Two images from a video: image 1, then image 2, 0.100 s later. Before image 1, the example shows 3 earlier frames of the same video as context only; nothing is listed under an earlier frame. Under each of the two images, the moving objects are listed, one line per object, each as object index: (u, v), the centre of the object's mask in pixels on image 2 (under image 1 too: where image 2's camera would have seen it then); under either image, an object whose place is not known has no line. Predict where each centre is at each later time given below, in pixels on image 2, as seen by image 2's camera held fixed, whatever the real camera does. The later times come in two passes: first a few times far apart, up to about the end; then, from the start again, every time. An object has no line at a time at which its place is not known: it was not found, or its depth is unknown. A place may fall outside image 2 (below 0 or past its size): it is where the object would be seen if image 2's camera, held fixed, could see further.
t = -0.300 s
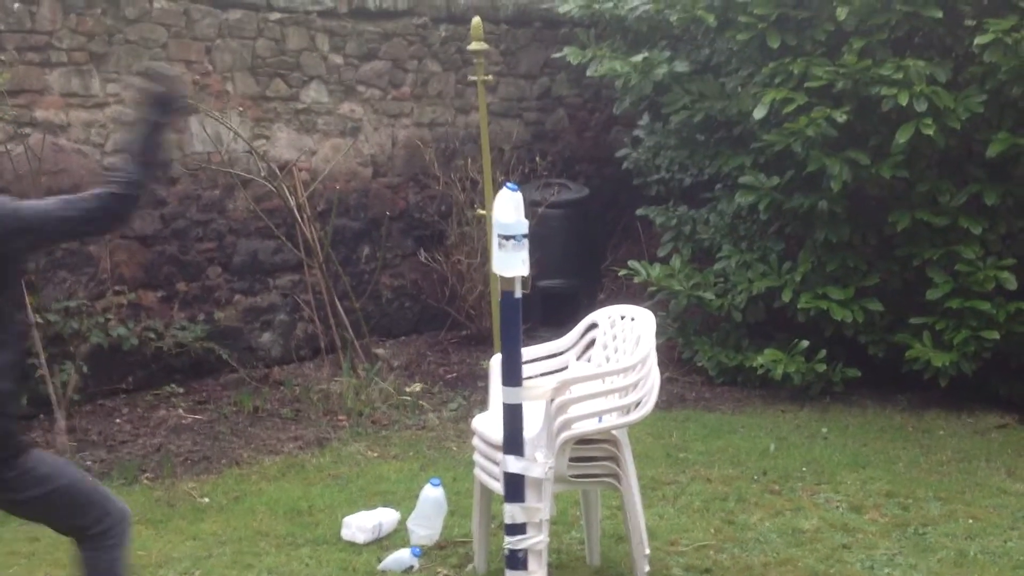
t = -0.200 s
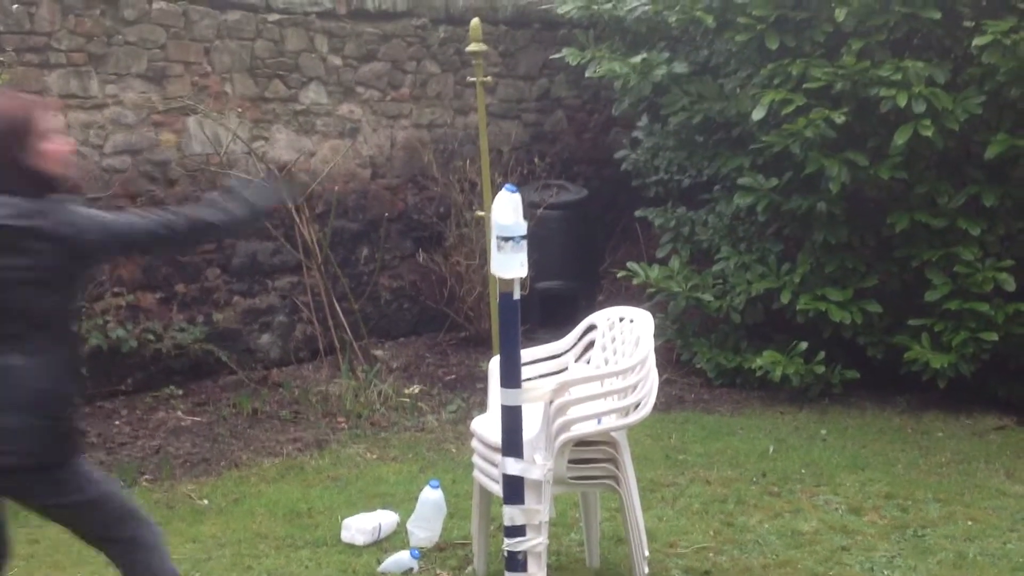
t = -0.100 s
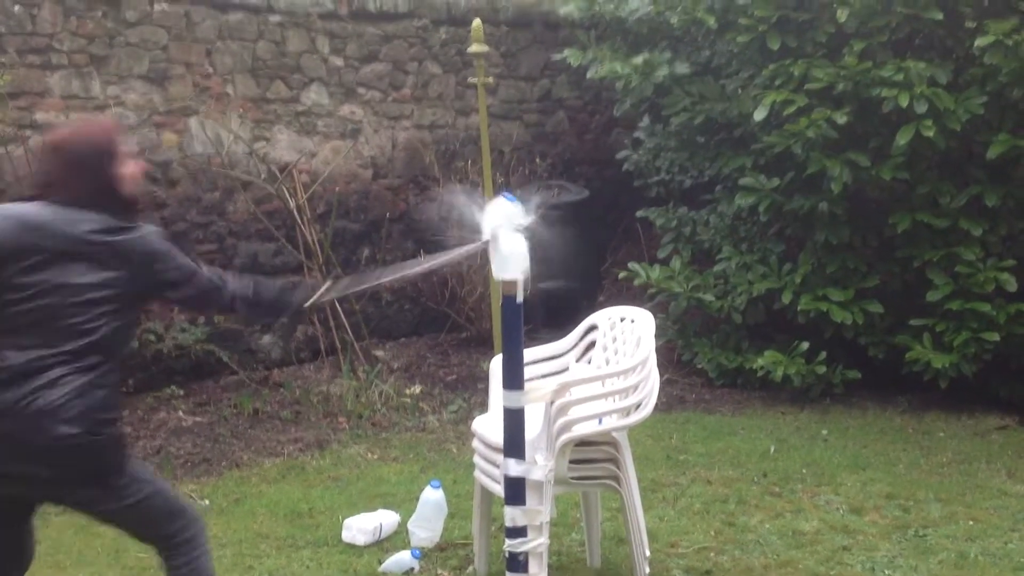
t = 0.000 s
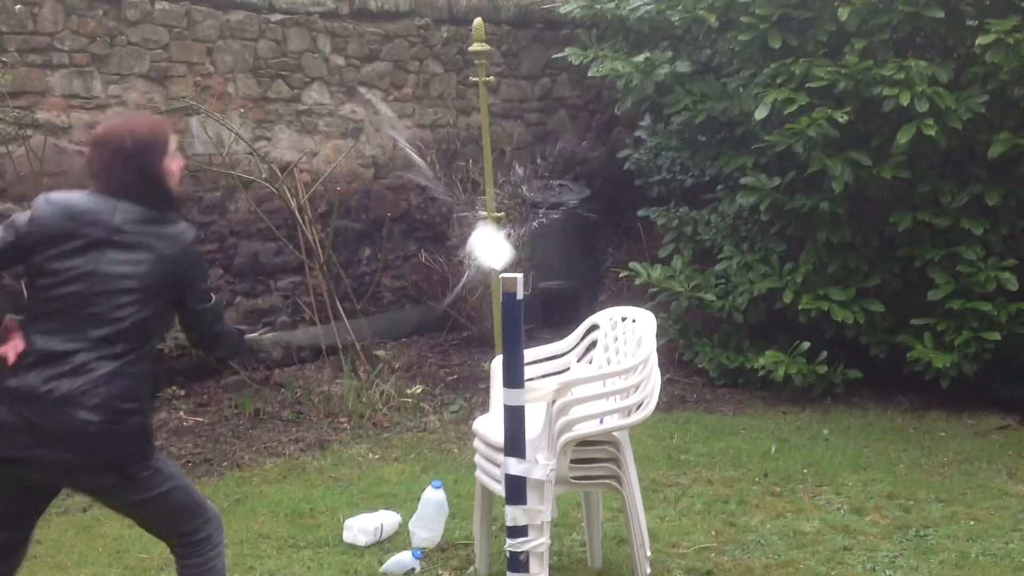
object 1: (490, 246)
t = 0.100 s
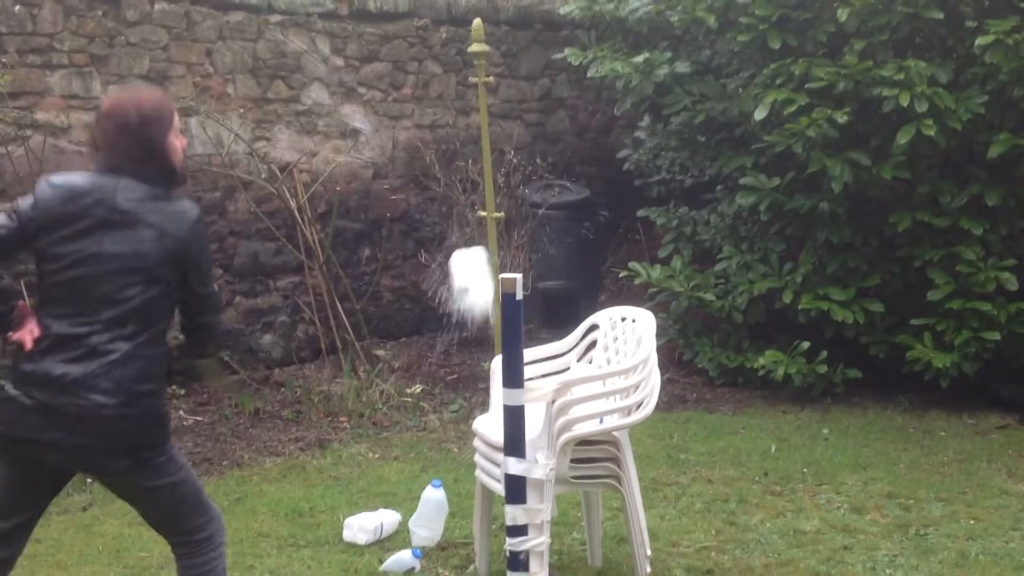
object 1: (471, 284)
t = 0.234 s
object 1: (454, 364)
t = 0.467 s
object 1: (397, 518)
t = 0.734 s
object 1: (392, 521)
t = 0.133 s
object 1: (467, 300)
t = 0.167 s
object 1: (463, 319)
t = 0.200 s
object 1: (459, 340)
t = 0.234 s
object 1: (454, 364)
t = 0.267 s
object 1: (450, 394)
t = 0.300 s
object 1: (446, 420)
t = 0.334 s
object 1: (442, 449)
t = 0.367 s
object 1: (431, 496)
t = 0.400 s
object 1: (424, 510)
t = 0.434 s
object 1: (418, 516)
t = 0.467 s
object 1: (397, 518)
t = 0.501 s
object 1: (392, 521)
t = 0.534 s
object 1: (391, 520)
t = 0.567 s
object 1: (392, 521)
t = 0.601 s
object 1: (392, 520)
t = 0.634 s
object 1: (392, 520)
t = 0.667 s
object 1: (391, 520)
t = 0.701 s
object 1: (391, 520)
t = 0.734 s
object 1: (392, 521)
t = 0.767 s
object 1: (392, 521)
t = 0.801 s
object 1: (392, 521)
